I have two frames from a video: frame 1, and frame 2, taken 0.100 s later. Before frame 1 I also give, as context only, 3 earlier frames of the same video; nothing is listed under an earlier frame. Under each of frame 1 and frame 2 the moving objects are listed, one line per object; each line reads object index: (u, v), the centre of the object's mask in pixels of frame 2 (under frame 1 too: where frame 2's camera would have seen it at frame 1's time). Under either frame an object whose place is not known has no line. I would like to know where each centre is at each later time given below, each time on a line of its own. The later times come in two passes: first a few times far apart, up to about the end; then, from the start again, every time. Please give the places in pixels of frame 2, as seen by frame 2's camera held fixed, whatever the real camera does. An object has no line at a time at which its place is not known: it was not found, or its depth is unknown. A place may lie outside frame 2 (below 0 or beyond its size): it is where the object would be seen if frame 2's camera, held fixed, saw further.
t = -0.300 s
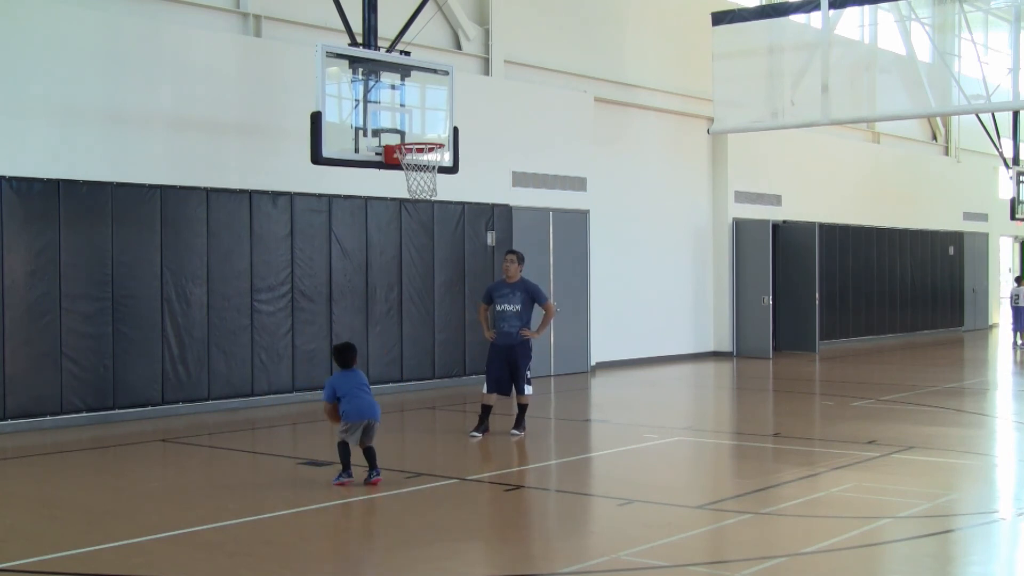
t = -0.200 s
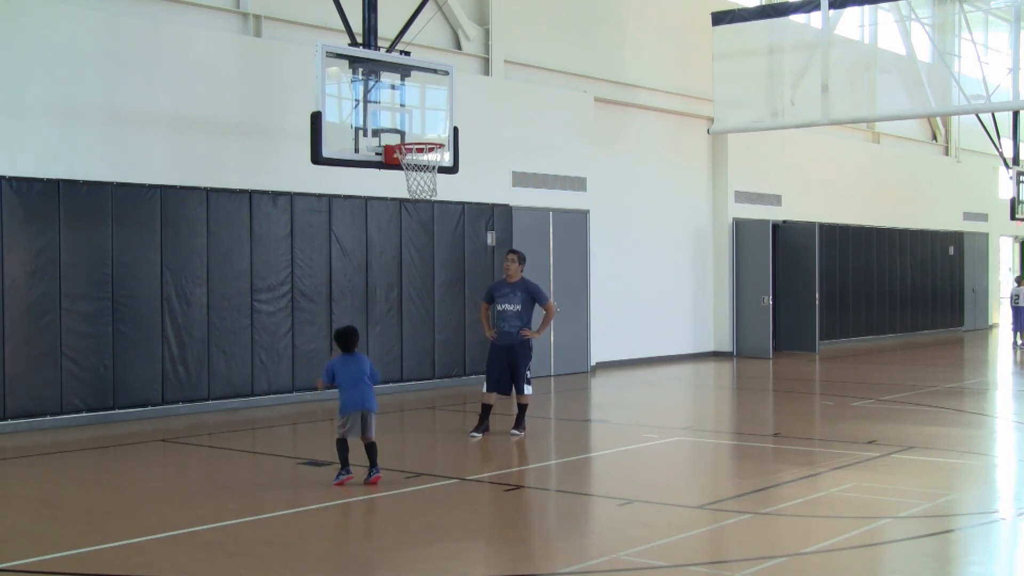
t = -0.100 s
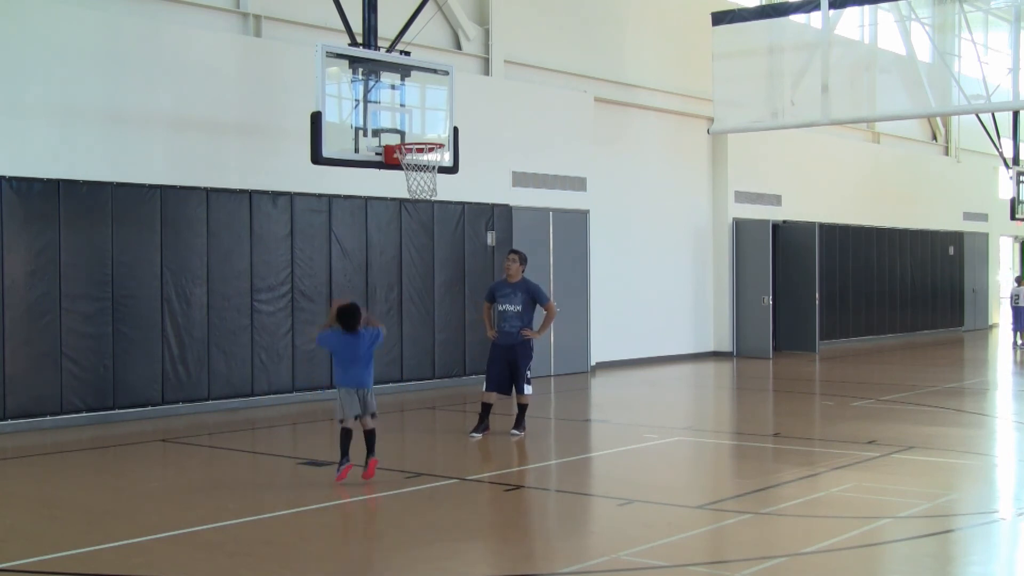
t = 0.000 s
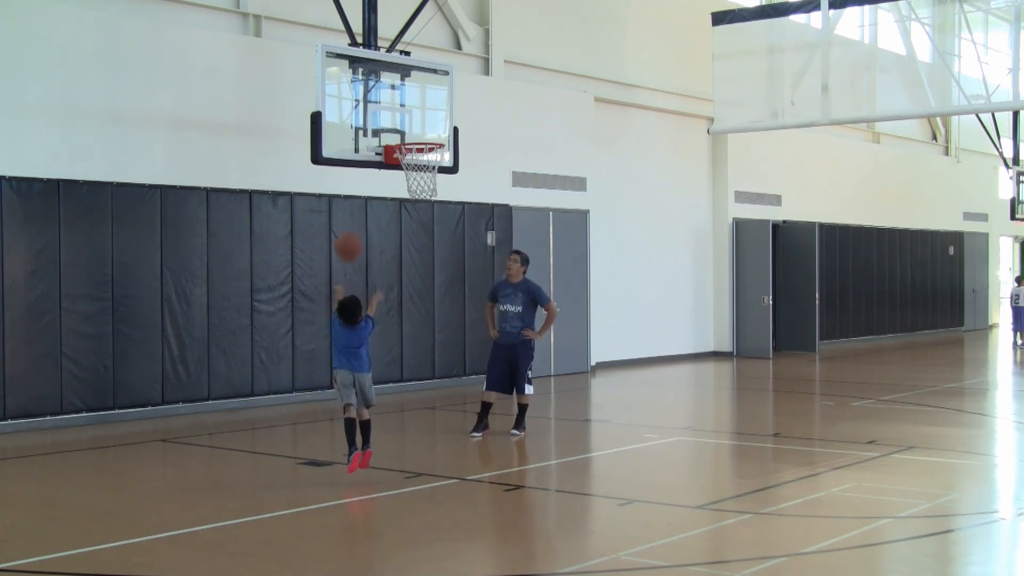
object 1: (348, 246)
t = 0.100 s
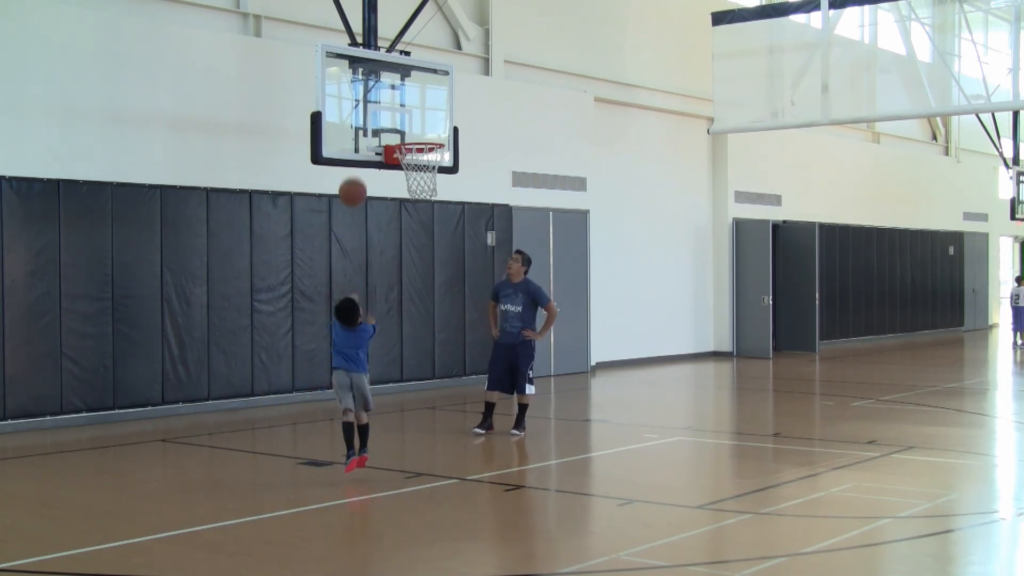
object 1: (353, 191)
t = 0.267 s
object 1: (358, 134)
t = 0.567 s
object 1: (367, 117)
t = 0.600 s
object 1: (373, 120)
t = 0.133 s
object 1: (354, 176)
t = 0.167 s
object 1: (355, 164)
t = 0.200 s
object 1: (356, 152)
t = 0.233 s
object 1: (357, 142)
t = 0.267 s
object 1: (358, 134)
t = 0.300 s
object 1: (359, 127)
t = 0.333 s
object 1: (360, 122)
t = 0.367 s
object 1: (361, 118)
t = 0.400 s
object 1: (363, 115)
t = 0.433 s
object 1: (364, 113)
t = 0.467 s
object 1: (365, 112)
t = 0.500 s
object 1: (366, 113)
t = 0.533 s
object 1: (367, 114)
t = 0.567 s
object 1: (367, 117)
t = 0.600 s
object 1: (373, 120)
